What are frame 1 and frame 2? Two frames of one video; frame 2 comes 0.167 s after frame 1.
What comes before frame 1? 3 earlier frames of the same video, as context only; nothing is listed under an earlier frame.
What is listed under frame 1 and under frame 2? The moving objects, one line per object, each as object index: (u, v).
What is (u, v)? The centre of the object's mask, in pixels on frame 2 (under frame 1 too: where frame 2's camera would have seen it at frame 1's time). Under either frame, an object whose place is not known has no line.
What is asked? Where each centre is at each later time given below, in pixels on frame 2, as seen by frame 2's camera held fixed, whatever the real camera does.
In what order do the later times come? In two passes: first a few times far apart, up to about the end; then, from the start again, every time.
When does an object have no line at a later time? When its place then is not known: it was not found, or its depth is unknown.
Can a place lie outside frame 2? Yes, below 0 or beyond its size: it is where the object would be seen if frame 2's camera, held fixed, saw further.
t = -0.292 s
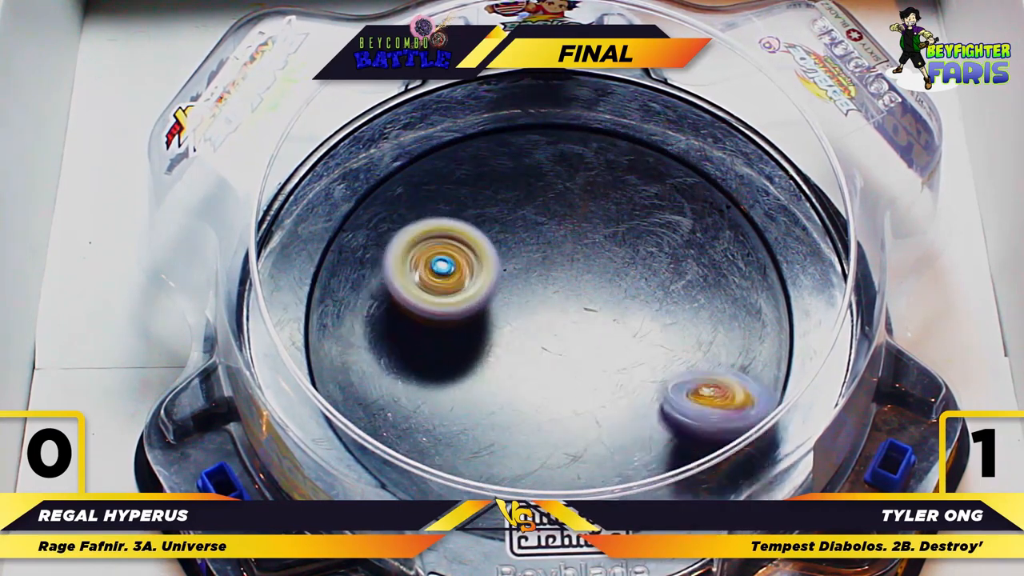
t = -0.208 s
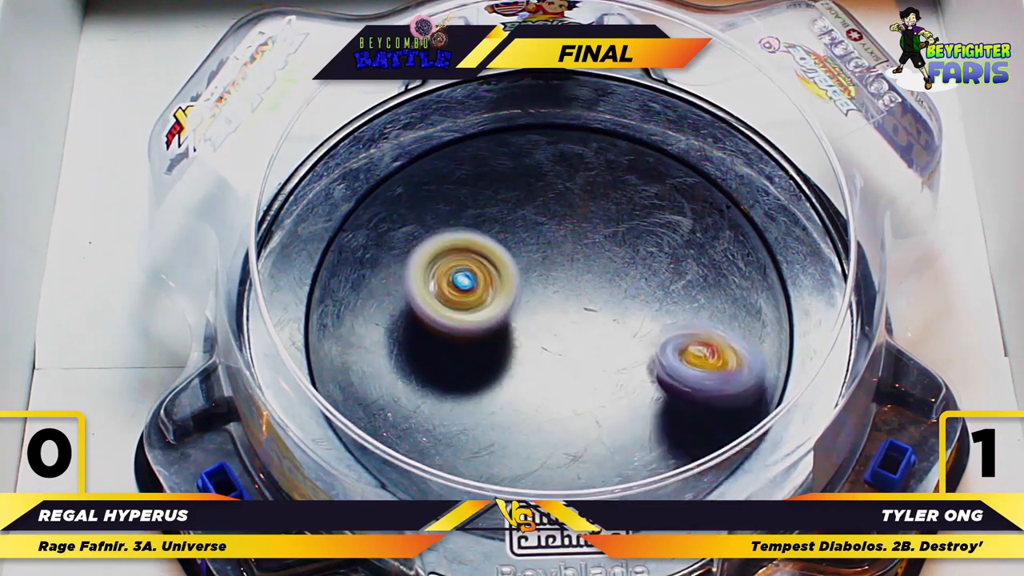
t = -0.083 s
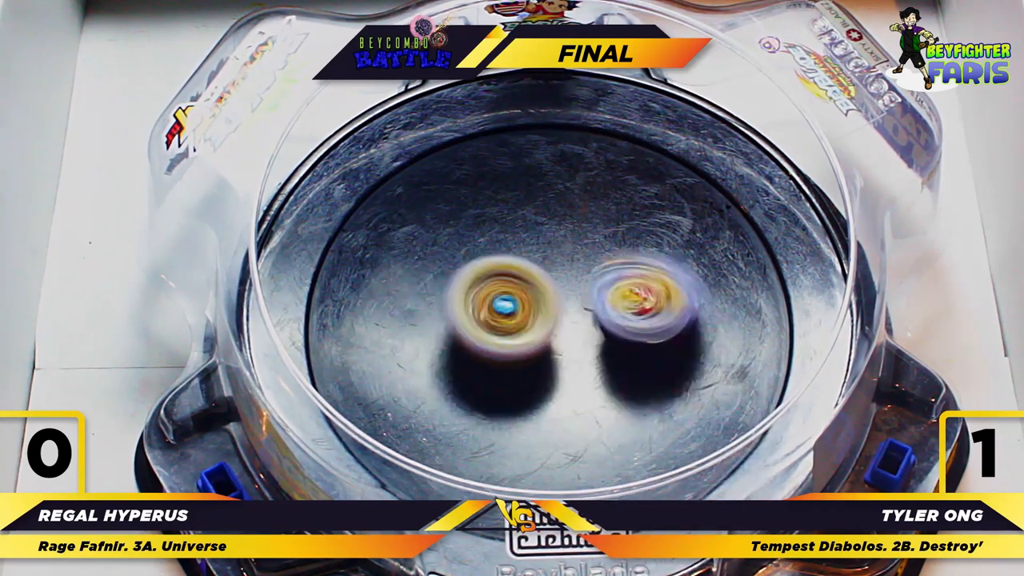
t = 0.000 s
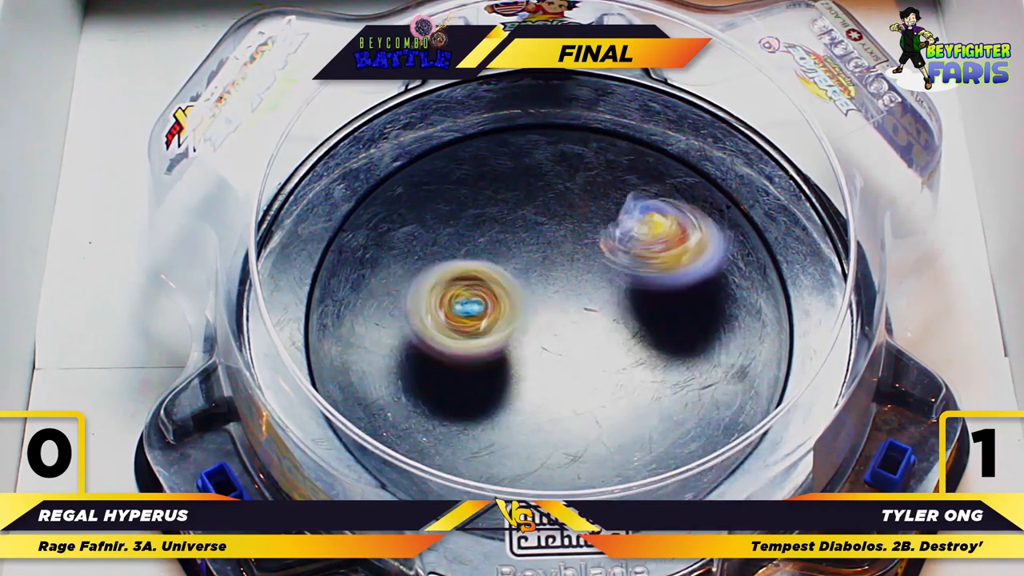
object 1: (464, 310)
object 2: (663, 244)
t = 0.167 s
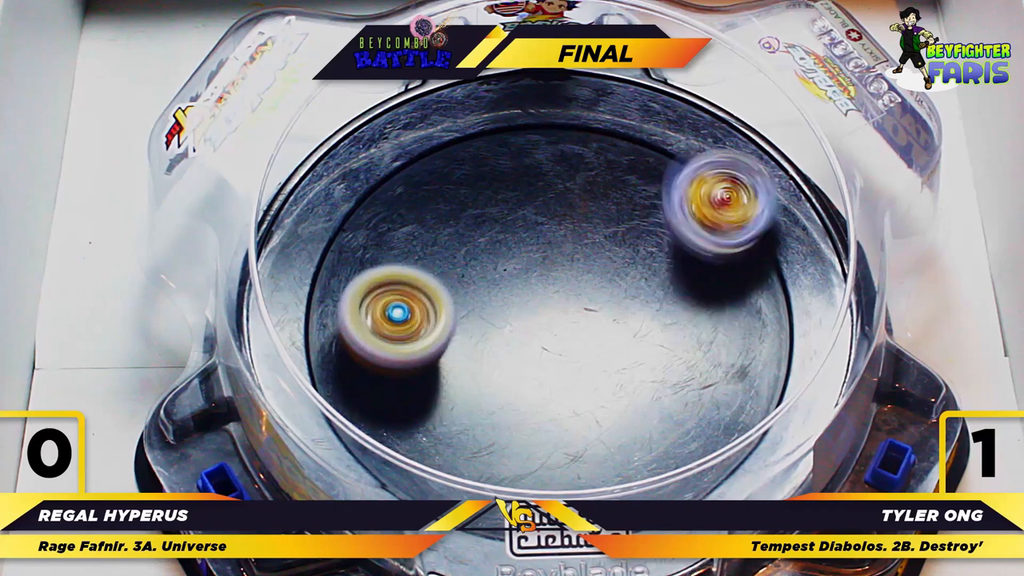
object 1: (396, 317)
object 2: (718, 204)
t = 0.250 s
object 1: (401, 331)
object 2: (694, 224)
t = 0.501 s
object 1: (477, 326)
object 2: (612, 295)
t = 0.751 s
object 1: (450, 277)
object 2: (622, 305)
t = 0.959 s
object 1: (470, 263)
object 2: (590, 306)
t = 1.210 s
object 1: (472, 236)
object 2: (568, 336)
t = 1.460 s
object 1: (525, 246)
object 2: (554, 356)
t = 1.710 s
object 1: (577, 233)
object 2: (534, 340)
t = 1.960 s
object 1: (574, 241)
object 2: (484, 328)
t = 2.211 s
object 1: (591, 251)
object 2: (457, 340)
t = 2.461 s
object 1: (615, 281)
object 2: (446, 329)
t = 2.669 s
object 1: (633, 272)
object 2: (432, 304)
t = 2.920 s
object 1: (574, 302)
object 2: (438, 268)
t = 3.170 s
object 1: (605, 353)
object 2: (440, 225)
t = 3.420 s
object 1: (574, 317)
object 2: (487, 227)
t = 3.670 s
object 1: (511, 363)
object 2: (527, 176)
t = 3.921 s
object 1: (498, 358)
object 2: (540, 191)
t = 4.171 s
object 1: (490, 316)
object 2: (563, 226)
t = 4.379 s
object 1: (490, 300)
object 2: (598, 241)
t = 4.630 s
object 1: (484, 272)
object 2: (637, 264)
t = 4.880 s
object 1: (481, 273)
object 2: (644, 286)
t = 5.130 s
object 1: (513, 261)
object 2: (619, 329)
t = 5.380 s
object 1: (523, 247)
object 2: (585, 364)
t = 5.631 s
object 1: (546, 262)
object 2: (540, 369)
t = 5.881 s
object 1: (565, 244)
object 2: (496, 370)
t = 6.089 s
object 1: (556, 261)
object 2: (479, 345)
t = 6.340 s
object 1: (595, 240)
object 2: (434, 329)
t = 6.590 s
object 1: (575, 253)
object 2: (444, 296)
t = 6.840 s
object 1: (583, 305)
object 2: (460, 256)
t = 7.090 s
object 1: (580, 330)
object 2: (486, 228)
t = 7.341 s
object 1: (539, 325)
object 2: (531, 219)
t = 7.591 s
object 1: (496, 324)
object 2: (564, 210)
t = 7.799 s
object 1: (486, 310)
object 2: (577, 226)
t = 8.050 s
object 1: (492, 291)
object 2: (604, 256)
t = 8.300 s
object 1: (492, 284)
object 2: (638, 264)
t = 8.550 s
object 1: (499, 279)
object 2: (640, 281)
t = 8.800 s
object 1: (504, 276)
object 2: (652, 321)
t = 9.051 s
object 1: (484, 264)
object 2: (657, 337)
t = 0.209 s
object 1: (396, 323)
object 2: (710, 208)
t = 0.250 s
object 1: (401, 331)
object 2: (694, 224)
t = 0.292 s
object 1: (413, 340)
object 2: (675, 238)
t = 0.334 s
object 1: (433, 346)
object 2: (652, 252)
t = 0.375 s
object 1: (457, 347)
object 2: (631, 272)
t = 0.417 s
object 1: (480, 340)
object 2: (607, 284)
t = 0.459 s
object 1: (488, 333)
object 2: (600, 293)
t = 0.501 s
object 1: (477, 326)
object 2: (612, 295)
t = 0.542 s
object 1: (469, 317)
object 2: (618, 297)
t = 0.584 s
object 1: (464, 308)
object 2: (622, 298)
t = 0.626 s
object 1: (459, 298)
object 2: (625, 300)
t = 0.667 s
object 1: (455, 289)
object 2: (623, 304)
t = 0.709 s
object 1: (452, 282)
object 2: (623, 304)
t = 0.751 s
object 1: (450, 277)
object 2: (622, 305)
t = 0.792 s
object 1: (450, 272)
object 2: (620, 304)
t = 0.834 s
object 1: (452, 269)
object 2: (615, 303)
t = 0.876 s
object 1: (455, 266)
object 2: (609, 300)
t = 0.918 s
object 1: (462, 264)
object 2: (599, 302)
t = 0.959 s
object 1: (470, 263)
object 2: (590, 306)
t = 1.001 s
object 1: (477, 260)
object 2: (584, 310)
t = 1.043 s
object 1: (474, 251)
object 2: (589, 315)
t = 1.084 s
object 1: (472, 245)
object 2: (585, 319)
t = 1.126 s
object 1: (471, 240)
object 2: (580, 321)
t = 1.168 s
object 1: (470, 237)
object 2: (574, 331)
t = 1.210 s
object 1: (472, 236)
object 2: (568, 336)
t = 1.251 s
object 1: (475, 237)
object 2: (564, 342)
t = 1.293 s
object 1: (481, 239)
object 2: (563, 348)
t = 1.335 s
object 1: (489, 241)
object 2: (559, 351)
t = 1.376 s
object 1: (500, 244)
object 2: (560, 353)
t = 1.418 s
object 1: (513, 246)
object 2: (555, 355)
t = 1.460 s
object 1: (525, 246)
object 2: (554, 356)
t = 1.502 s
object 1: (537, 246)
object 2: (554, 356)
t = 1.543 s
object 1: (548, 244)
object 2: (549, 352)
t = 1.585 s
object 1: (558, 242)
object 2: (549, 350)
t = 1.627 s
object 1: (566, 239)
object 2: (545, 349)
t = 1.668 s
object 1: (573, 236)
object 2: (539, 344)
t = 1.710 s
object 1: (577, 233)
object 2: (534, 340)
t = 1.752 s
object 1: (580, 231)
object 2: (528, 337)
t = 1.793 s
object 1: (580, 230)
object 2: (519, 332)
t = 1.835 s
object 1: (579, 230)
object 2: (513, 329)
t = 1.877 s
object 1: (575, 233)
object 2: (506, 327)
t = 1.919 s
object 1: (571, 239)
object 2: (498, 325)
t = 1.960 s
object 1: (574, 241)
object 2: (484, 328)
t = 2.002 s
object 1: (581, 241)
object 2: (474, 335)
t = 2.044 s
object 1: (586, 241)
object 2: (466, 334)
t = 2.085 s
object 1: (590, 242)
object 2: (459, 334)
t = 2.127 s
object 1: (592, 244)
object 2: (457, 337)
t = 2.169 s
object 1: (592, 247)
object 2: (455, 335)
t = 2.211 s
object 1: (591, 251)
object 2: (457, 340)
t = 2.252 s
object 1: (589, 256)
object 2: (460, 339)
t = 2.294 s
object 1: (586, 263)
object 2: (464, 336)
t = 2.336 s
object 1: (582, 271)
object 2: (471, 334)
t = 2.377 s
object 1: (582, 278)
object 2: (468, 336)
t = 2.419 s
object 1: (601, 280)
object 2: (455, 334)
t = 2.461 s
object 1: (615, 281)
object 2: (446, 329)
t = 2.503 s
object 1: (625, 280)
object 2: (437, 328)
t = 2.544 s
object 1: (633, 278)
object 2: (435, 322)
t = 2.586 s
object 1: (636, 276)
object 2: (435, 317)
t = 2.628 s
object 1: (637, 274)
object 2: (432, 311)
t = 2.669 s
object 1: (633, 272)
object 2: (432, 304)
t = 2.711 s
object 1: (624, 271)
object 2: (436, 303)
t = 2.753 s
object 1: (613, 272)
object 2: (438, 297)
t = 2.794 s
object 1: (598, 274)
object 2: (442, 291)
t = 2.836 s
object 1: (583, 279)
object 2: (449, 284)
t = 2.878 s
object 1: (570, 287)
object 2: (450, 279)
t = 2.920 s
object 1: (574, 302)
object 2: (438, 268)
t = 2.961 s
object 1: (579, 316)
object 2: (430, 252)
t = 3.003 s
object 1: (585, 329)
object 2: (427, 246)
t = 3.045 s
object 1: (590, 338)
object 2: (429, 239)
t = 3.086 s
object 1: (596, 347)
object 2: (430, 231)
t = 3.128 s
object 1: (601, 351)
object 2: (434, 227)
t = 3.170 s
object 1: (605, 353)
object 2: (440, 225)
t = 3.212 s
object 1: (607, 352)
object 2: (442, 224)
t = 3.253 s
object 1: (608, 349)
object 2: (448, 223)
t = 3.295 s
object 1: (605, 342)
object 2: (458, 224)
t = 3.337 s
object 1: (598, 334)
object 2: (466, 228)
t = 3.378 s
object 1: (589, 326)
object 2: (473, 228)
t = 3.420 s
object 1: (574, 317)
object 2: (487, 227)
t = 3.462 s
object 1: (562, 315)
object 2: (499, 227)
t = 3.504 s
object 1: (550, 330)
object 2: (501, 209)
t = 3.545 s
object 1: (537, 342)
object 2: (508, 193)
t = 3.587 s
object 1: (527, 350)
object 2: (514, 187)
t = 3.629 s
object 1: (519, 358)
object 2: (521, 180)
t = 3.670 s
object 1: (511, 363)
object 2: (527, 176)
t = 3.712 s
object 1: (505, 368)
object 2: (532, 173)
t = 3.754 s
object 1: (501, 371)
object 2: (536, 173)
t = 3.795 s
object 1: (500, 371)
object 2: (538, 175)
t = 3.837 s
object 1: (498, 369)
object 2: (540, 179)
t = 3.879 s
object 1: (498, 366)
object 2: (540, 185)
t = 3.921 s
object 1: (498, 358)
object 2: (540, 191)
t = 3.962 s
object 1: (501, 349)
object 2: (541, 198)
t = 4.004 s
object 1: (502, 337)
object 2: (545, 208)
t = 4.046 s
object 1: (503, 325)
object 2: (548, 219)
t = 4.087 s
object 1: (499, 319)
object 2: (553, 226)
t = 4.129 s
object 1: (495, 319)
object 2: (558, 224)
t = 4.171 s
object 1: (490, 316)
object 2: (563, 226)
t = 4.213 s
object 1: (488, 314)
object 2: (571, 228)
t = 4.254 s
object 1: (487, 310)
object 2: (581, 232)
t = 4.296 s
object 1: (487, 307)
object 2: (589, 236)
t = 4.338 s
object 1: (488, 304)
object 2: (594, 239)
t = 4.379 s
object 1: (490, 300)
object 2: (598, 241)
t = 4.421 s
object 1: (492, 295)
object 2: (605, 245)
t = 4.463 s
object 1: (496, 291)
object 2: (611, 249)
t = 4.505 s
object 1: (501, 286)
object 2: (614, 255)
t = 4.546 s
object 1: (499, 279)
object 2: (620, 257)
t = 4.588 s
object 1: (491, 274)
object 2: (631, 259)
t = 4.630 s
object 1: (484, 272)
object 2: (637, 264)
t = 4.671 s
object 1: (479, 270)
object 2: (644, 268)
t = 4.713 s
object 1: (476, 269)
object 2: (648, 274)
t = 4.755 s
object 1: (473, 269)
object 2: (648, 276)
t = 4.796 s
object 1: (474, 271)
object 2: (647, 279)
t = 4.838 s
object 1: (477, 272)
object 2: (647, 283)
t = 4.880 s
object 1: (481, 273)
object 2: (644, 286)
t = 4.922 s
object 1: (488, 276)
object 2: (640, 293)
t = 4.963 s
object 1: (498, 277)
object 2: (633, 298)
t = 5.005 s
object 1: (506, 277)
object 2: (625, 304)
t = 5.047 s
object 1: (511, 272)
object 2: (624, 310)
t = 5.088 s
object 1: (512, 266)
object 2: (624, 320)
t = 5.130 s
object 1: (513, 261)
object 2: (619, 329)
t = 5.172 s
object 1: (514, 257)
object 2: (613, 337)
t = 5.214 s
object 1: (515, 254)
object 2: (607, 345)
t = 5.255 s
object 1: (517, 251)
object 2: (603, 351)
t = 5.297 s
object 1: (518, 248)
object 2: (597, 355)
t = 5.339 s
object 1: (519, 247)
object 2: (592, 360)
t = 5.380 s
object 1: (523, 247)
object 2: (585, 364)
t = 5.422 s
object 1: (525, 247)
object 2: (577, 367)
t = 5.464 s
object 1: (527, 249)
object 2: (569, 368)
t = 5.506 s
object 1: (531, 252)
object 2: (563, 367)
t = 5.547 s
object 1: (535, 256)
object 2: (556, 367)
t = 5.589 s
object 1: (539, 259)
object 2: (547, 368)
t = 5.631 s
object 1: (546, 262)
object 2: (540, 369)
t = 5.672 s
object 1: (552, 258)
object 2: (531, 375)
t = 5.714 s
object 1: (557, 255)
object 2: (524, 371)
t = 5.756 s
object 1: (562, 251)
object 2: (517, 371)
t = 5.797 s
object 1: (564, 247)
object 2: (510, 372)
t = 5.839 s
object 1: (564, 245)
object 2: (504, 371)
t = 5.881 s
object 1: (565, 244)
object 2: (496, 370)
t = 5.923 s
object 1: (564, 243)
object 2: (492, 366)
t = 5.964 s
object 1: (562, 246)
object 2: (491, 360)
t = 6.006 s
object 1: (560, 249)
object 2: (488, 357)
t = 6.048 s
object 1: (556, 255)
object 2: (484, 352)
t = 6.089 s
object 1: (556, 261)
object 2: (479, 345)
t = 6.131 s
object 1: (556, 265)
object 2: (471, 342)
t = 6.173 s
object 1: (571, 258)
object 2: (457, 345)
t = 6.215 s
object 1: (583, 252)
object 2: (448, 346)
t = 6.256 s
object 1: (588, 248)
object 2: (442, 341)
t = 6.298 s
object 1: (593, 244)
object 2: (437, 335)
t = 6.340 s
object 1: (595, 240)
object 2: (434, 329)
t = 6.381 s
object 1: (595, 237)
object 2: (433, 324)
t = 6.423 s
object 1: (595, 237)
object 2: (433, 320)
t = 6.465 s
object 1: (590, 237)
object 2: (433, 315)
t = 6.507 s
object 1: (586, 240)
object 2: (434, 308)
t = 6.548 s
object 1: (581, 245)
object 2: (438, 301)
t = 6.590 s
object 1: (575, 253)
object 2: (444, 296)
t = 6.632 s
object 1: (569, 260)
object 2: (447, 289)
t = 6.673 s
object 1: (567, 271)
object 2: (448, 281)
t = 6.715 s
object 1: (573, 280)
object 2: (446, 275)
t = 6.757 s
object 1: (576, 289)
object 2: (450, 267)
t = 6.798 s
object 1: (580, 298)
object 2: (456, 261)
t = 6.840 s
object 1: (583, 305)
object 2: (460, 256)
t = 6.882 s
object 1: (585, 311)
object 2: (462, 247)
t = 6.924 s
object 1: (587, 317)
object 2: (465, 241)
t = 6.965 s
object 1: (586, 321)
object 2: (471, 237)
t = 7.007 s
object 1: (586, 326)
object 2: (478, 234)
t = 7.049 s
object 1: (583, 328)
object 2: (481, 232)
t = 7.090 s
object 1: (580, 330)
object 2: (486, 228)
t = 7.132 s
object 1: (575, 330)
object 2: (494, 224)
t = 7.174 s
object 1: (568, 330)
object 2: (502, 222)
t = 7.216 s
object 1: (563, 329)
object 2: (510, 224)
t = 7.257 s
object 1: (555, 328)
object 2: (517, 222)
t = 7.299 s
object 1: (548, 326)
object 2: (522, 220)
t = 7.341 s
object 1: (539, 325)
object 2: (531, 219)
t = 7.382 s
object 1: (532, 323)
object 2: (538, 217)
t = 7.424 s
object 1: (523, 323)
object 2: (545, 218)
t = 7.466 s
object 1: (516, 324)
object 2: (549, 213)
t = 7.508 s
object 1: (508, 324)
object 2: (553, 211)
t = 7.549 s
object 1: (502, 326)
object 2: (559, 210)
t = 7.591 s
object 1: (496, 324)
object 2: (564, 210)
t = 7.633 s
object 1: (492, 325)
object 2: (566, 211)
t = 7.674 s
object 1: (489, 322)
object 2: (567, 214)
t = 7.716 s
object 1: (486, 320)
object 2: (570, 215)
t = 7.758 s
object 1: (486, 315)
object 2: (575, 219)
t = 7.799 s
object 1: (486, 310)
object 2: (577, 226)
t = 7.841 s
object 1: (489, 305)
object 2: (577, 234)
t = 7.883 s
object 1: (489, 301)
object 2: (581, 238)
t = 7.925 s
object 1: (489, 299)
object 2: (589, 239)
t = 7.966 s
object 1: (488, 297)
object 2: (593, 245)
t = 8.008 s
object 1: (490, 295)
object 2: (598, 253)
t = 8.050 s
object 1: (492, 291)
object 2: (604, 256)
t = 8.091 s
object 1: (495, 288)
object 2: (611, 258)
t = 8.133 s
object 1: (491, 285)
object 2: (624, 259)
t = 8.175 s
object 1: (488, 285)
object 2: (629, 260)
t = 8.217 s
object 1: (486, 284)
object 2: (631, 262)
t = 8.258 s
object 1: (488, 285)
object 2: (634, 262)
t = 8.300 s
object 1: (492, 284)
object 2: (638, 264)
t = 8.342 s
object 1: (496, 285)
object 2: (638, 266)
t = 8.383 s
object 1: (501, 283)
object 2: (634, 267)
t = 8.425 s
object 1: (508, 283)
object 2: (630, 271)
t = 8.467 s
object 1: (513, 282)
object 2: (628, 274)
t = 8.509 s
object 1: (505, 281)
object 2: (637, 278)
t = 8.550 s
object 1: (499, 279)
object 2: (640, 281)
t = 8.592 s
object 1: (499, 277)
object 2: (639, 284)
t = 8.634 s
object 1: (501, 279)
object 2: (639, 292)
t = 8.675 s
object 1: (506, 280)
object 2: (636, 299)
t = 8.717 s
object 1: (511, 282)
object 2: (632, 305)
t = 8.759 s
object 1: (516, 281)
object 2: (633, 309)
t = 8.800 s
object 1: (504, 276)
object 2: (652, 321)
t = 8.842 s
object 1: (495, 272)
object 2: (658, 325)
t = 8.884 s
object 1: (491, 270)
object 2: (660, 327)
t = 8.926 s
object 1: (487, 268)
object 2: (664, 332)
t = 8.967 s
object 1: (485, 267)
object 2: (662, 336)
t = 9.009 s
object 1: (482, 266)
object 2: (659, 336)
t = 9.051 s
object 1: (484, 264)
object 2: (657, 337)
